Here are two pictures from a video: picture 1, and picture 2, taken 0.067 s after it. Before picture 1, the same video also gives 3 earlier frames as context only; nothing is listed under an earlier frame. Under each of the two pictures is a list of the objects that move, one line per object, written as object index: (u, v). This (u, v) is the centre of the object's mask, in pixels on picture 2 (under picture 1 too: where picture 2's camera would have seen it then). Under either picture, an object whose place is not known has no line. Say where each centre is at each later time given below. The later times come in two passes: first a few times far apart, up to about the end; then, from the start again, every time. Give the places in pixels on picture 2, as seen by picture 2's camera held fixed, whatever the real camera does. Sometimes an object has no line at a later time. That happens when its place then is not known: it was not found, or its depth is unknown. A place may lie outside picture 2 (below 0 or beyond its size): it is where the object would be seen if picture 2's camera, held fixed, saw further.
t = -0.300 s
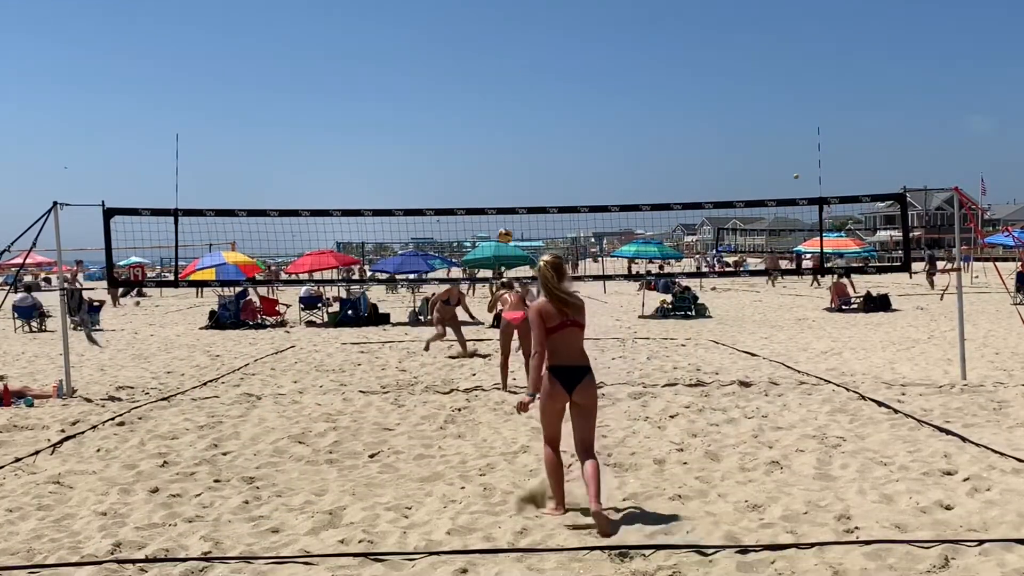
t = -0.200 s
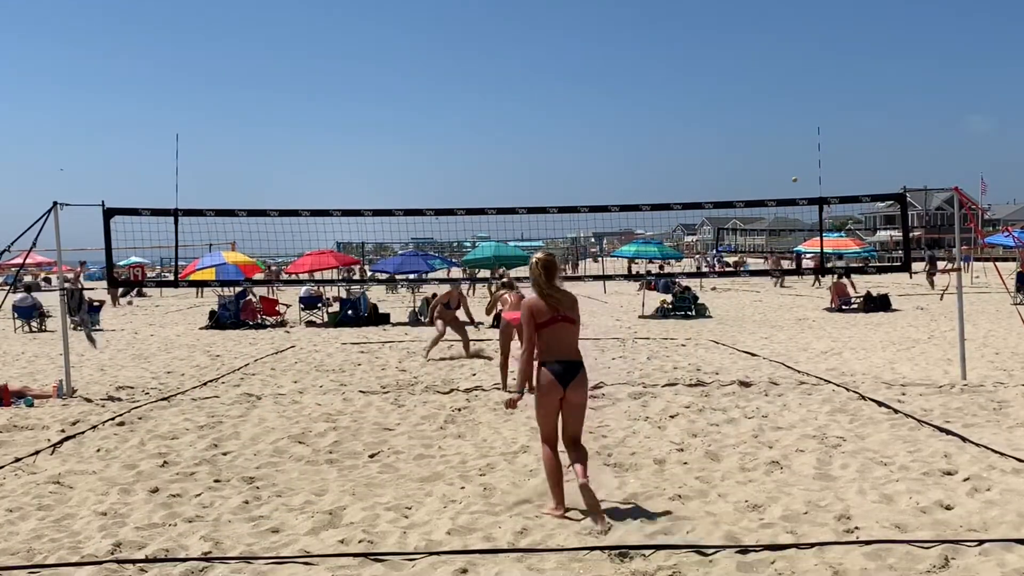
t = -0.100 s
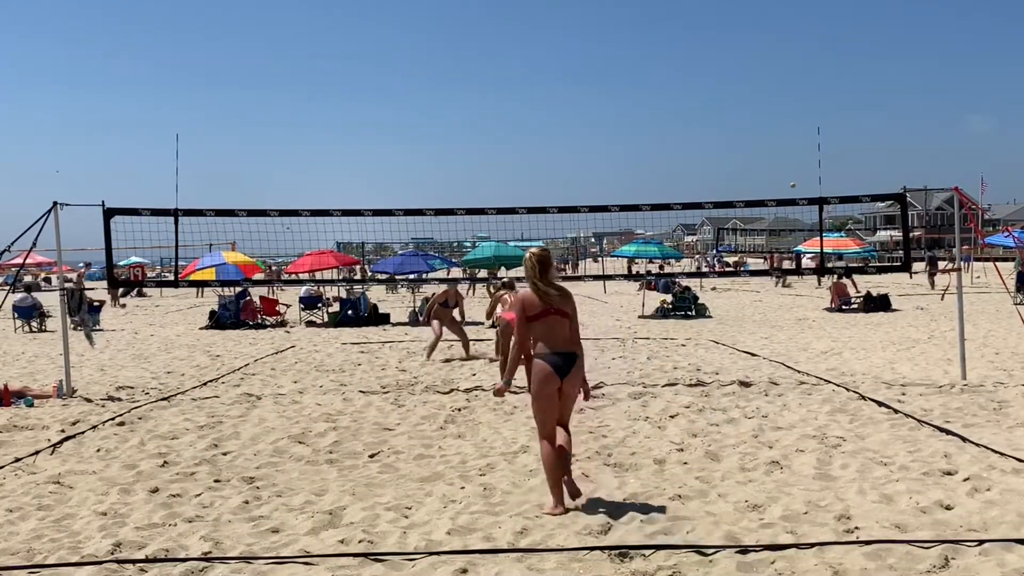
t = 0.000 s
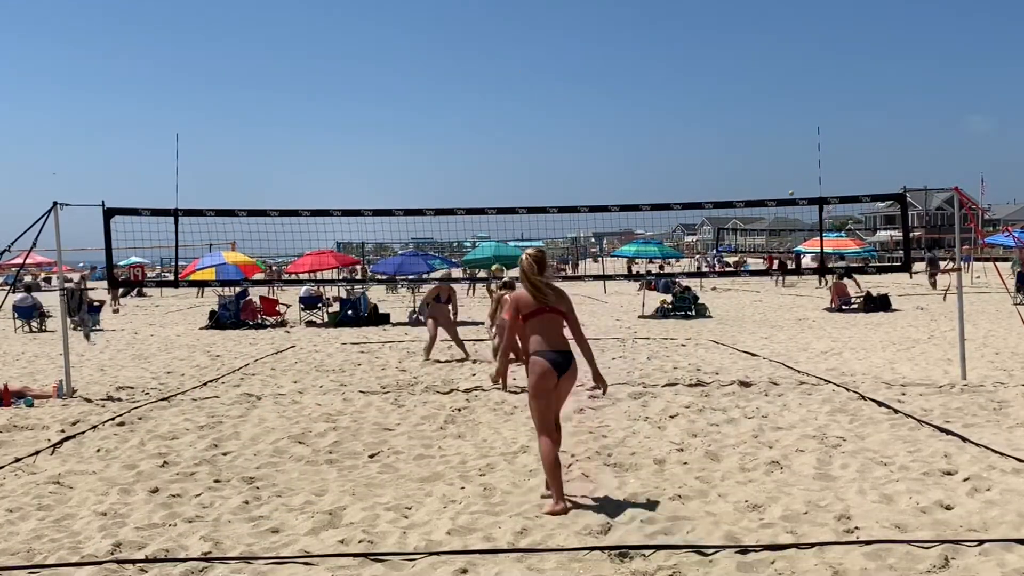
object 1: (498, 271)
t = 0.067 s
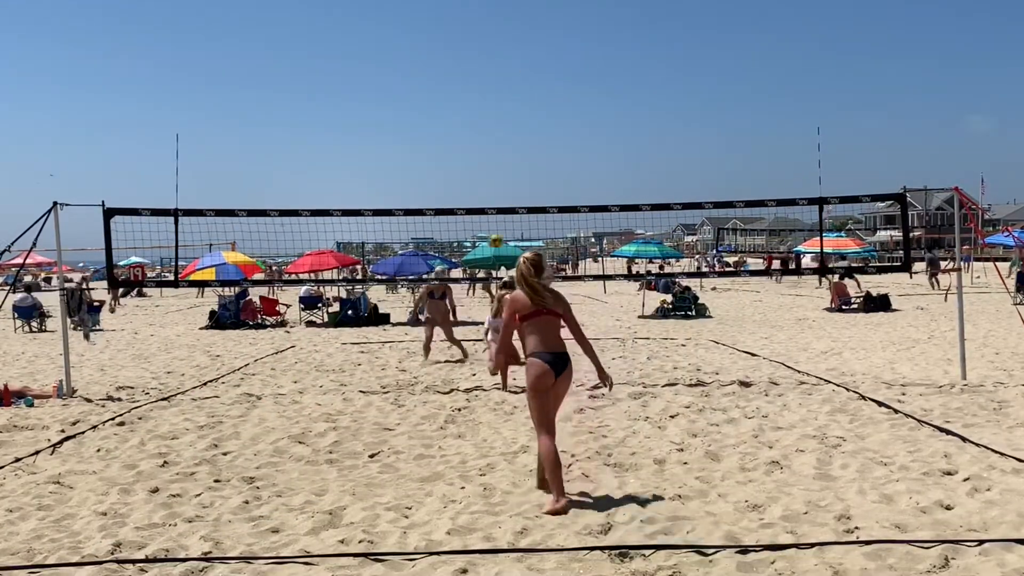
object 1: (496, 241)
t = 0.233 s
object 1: (492, 175)
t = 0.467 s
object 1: (488, 108)
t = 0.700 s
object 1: (485, 73)
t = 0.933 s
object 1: (484, 76)
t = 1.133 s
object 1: (483, 110)
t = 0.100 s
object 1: (495, 226)
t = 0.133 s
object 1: (494, 217)
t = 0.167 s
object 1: (493, 200)
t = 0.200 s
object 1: (492, 187)
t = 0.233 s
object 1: (492, 175)
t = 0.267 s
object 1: (491, 164)
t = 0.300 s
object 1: (490, 153)
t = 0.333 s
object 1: (490, 142)
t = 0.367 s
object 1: (489, 132)
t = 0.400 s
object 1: (489, 123)
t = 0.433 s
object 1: (488, 115)
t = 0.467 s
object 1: (488, 108)
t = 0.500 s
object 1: (487, 101)
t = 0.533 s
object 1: (487, 94)
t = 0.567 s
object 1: (487, 89)
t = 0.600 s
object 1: (487, 83)
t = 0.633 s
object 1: (486, 79)
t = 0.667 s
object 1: (486, 76)
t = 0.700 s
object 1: (485, 73)
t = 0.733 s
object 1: (485, 72)
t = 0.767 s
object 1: (484, 70)
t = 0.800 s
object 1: (485, 70)
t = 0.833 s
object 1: (484, 70)
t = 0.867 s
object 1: (484, 71)
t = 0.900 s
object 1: (484, 73)
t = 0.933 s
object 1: (484, 76)
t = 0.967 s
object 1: (484, 80)
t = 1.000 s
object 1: (484, 84)
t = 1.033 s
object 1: (484, 90)
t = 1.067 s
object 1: (483, 96)
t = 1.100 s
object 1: (484, 102)
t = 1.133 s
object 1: (483, 110)
